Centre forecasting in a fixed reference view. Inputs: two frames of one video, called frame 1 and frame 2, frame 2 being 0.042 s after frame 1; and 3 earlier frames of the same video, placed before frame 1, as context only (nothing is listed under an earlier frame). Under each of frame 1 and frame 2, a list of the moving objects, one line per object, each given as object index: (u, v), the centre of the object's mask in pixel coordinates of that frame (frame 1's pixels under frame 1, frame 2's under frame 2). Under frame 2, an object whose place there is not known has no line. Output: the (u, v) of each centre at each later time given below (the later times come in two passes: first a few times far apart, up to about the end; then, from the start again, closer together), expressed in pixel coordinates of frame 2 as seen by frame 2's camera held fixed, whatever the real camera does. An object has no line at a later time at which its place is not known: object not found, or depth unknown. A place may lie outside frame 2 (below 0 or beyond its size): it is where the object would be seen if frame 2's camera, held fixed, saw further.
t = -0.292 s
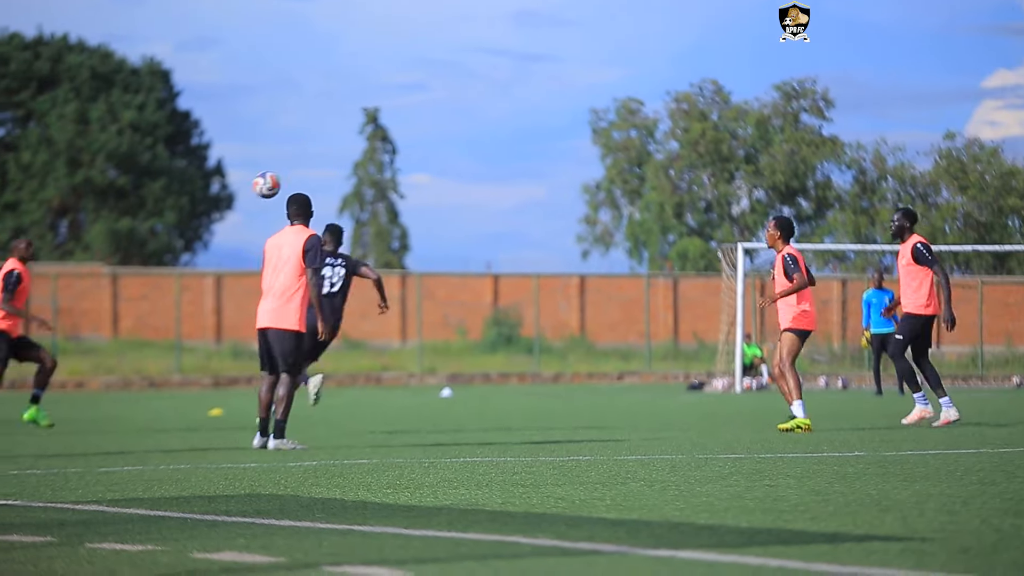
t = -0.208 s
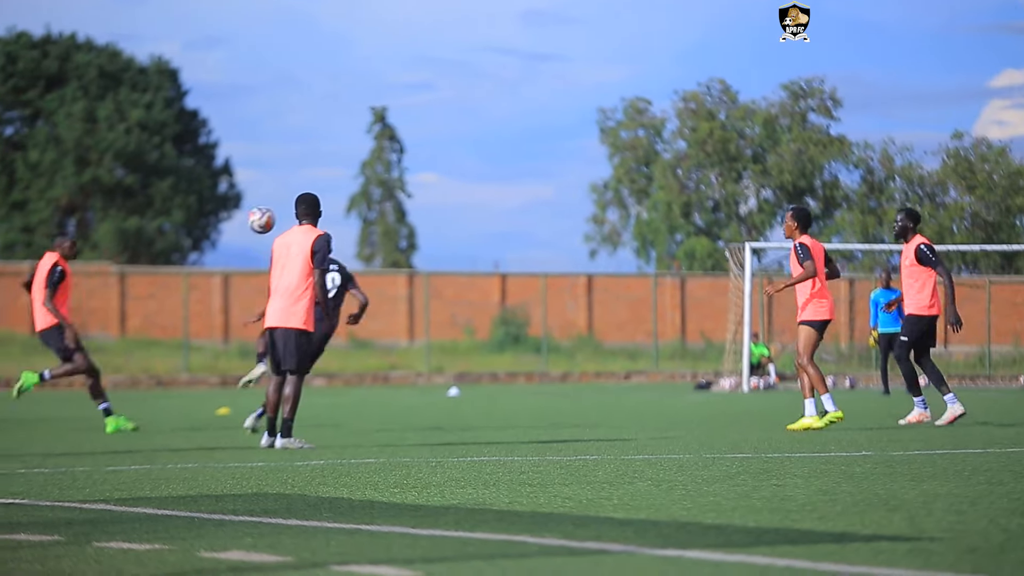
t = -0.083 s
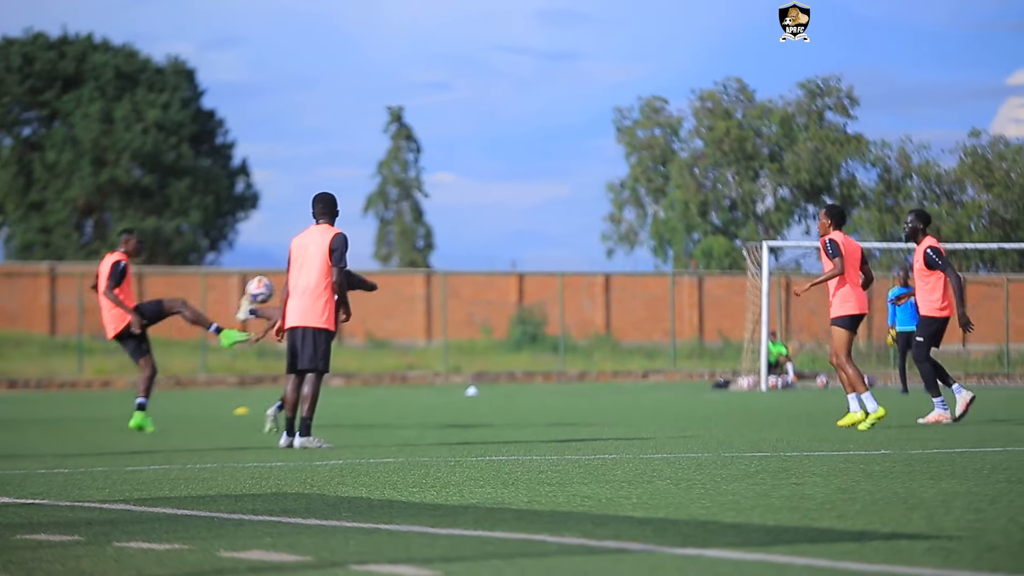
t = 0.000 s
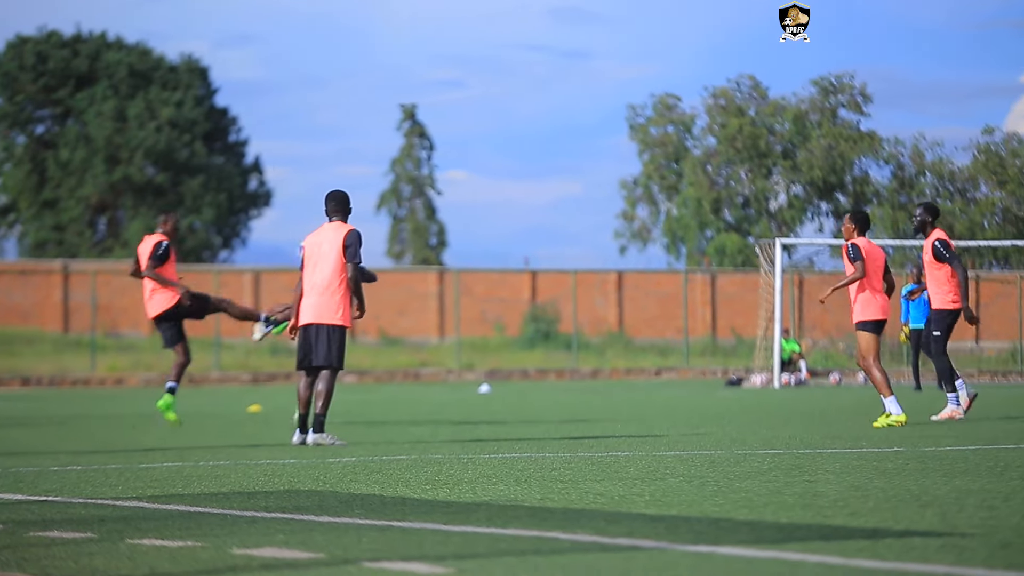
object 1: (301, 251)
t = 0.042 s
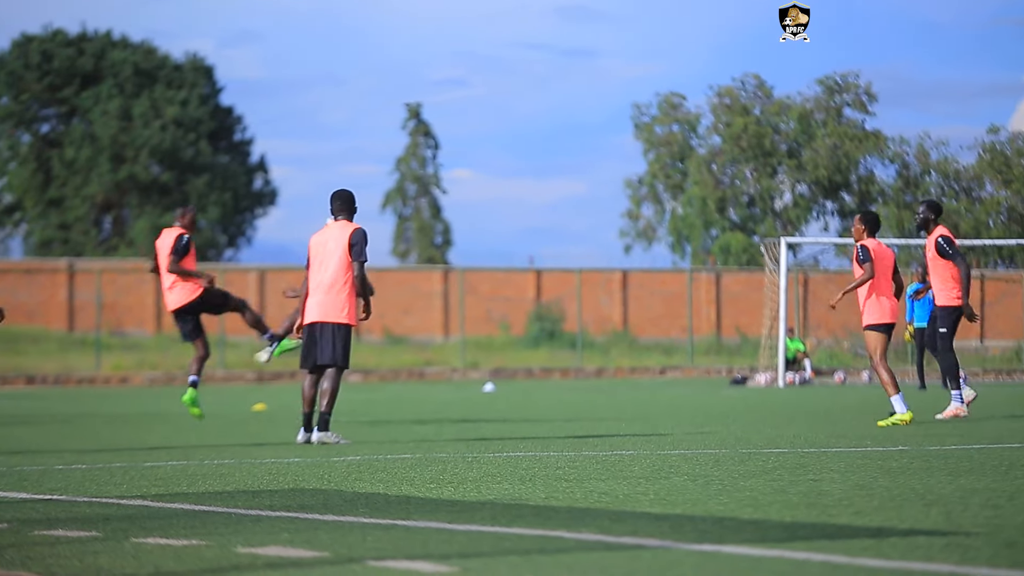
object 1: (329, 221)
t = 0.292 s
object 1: (458, 136)
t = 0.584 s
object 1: (593, 122)
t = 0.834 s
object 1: (703, 184)
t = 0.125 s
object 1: (378, 189)
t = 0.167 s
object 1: (398, 172)
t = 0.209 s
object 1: (418, 158)
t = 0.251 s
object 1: (438, 146)
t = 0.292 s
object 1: (458, 136)
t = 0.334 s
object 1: (478, 128)
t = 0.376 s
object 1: (497, 122)
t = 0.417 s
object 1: (517, 119)
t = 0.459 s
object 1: (536, 116)
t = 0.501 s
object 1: (556, 116)
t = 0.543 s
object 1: (574, 118)
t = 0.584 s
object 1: (593, 122)
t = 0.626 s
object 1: (612, 128)
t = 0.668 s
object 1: (630, 136)
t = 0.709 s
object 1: (649, 145)
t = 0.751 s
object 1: (666, 155)
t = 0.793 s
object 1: (685, 169)
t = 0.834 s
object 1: (703, 184)
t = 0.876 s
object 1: (720, 200)
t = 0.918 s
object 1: (738, 219)
